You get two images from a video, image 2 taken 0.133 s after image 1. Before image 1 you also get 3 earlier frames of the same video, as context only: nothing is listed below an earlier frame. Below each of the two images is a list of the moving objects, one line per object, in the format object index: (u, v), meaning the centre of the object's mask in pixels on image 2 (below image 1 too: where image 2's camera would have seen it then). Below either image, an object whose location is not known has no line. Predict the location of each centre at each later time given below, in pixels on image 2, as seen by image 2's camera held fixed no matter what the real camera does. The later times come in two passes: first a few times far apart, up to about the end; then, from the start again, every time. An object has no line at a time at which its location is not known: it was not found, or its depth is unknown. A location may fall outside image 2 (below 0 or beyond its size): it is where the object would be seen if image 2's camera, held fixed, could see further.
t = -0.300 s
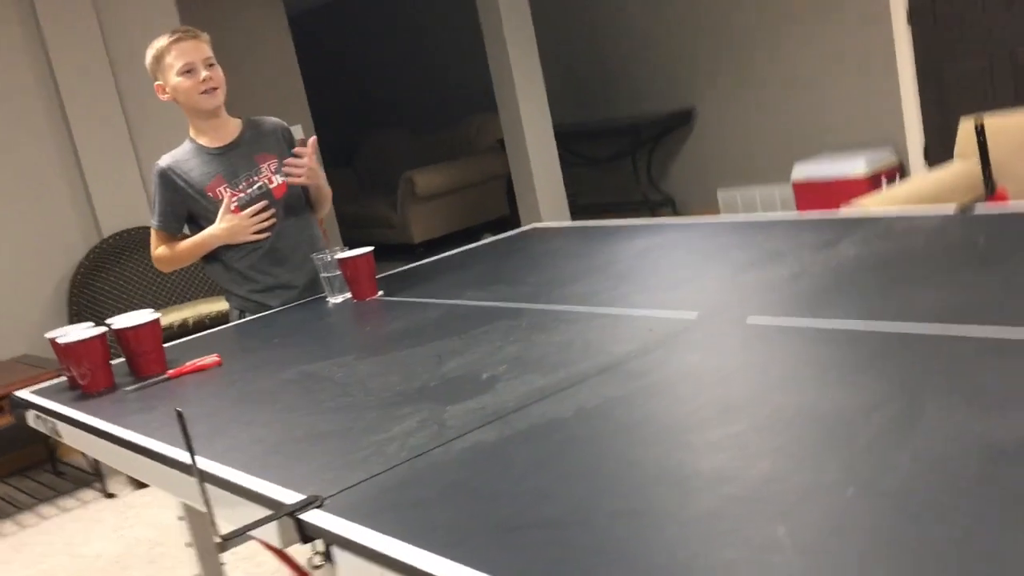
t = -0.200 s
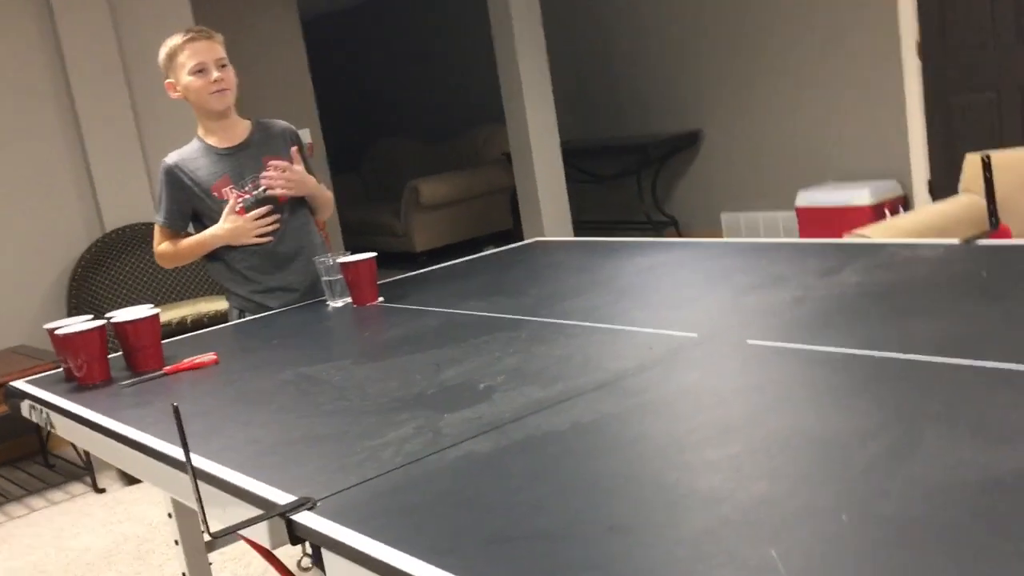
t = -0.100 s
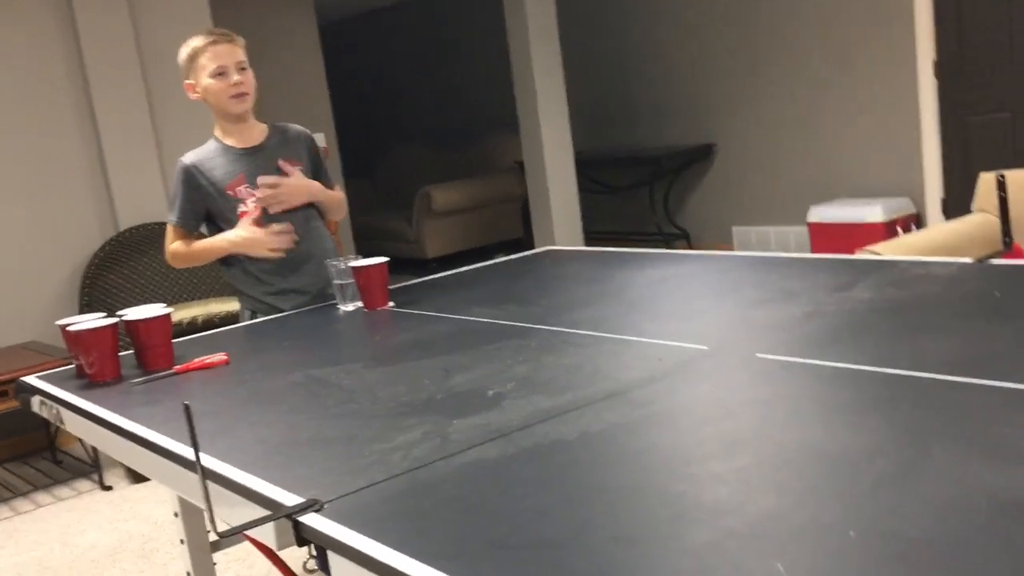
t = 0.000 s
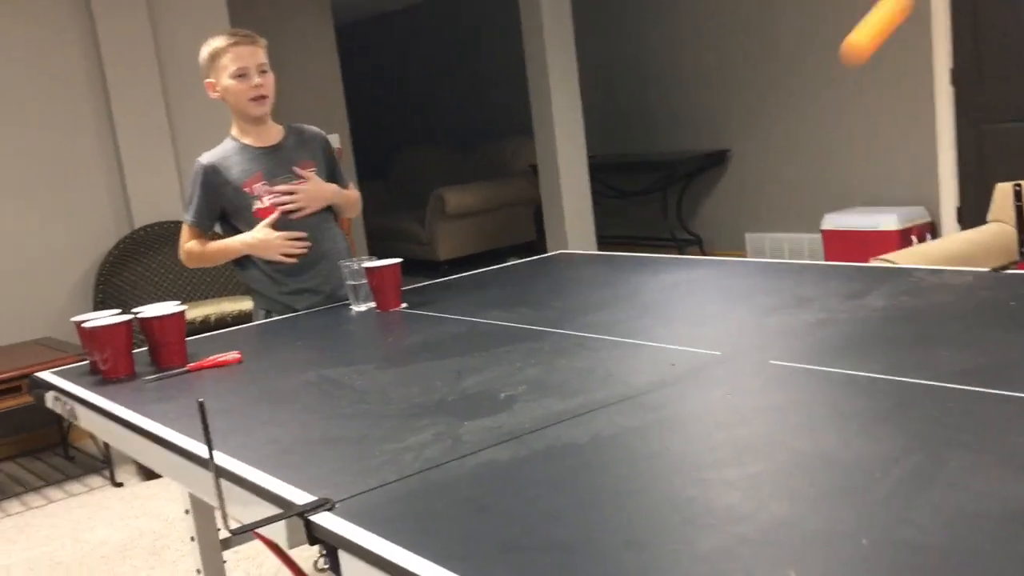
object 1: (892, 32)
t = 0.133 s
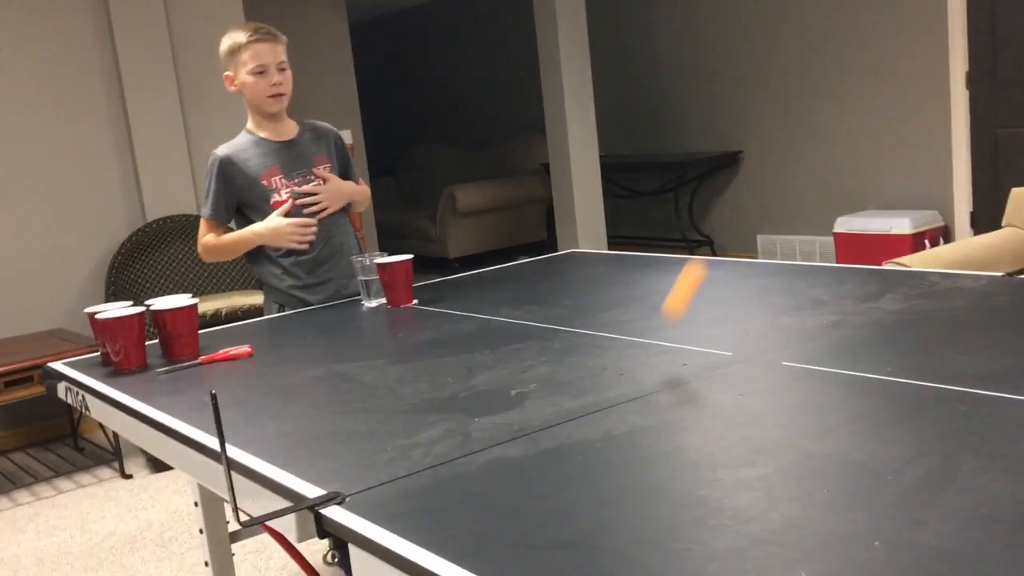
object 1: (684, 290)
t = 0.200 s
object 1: (624, 277)
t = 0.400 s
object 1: (498, 99)
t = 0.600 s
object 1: (422, 145)
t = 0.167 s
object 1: (649, 327)
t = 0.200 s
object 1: (624, 277)
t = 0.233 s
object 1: (600, 227)
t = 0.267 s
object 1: (577, 187)
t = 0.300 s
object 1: (555, 155)
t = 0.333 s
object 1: (535, 130)
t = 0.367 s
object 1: (516, 111)
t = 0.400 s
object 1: (498, 99)
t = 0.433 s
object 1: (483, 93)
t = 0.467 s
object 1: (469, 93)
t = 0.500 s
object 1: (455, 98)
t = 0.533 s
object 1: (443, 109)
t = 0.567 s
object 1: (432, 125)
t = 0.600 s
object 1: (422, 145)
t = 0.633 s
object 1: (412, 170)
